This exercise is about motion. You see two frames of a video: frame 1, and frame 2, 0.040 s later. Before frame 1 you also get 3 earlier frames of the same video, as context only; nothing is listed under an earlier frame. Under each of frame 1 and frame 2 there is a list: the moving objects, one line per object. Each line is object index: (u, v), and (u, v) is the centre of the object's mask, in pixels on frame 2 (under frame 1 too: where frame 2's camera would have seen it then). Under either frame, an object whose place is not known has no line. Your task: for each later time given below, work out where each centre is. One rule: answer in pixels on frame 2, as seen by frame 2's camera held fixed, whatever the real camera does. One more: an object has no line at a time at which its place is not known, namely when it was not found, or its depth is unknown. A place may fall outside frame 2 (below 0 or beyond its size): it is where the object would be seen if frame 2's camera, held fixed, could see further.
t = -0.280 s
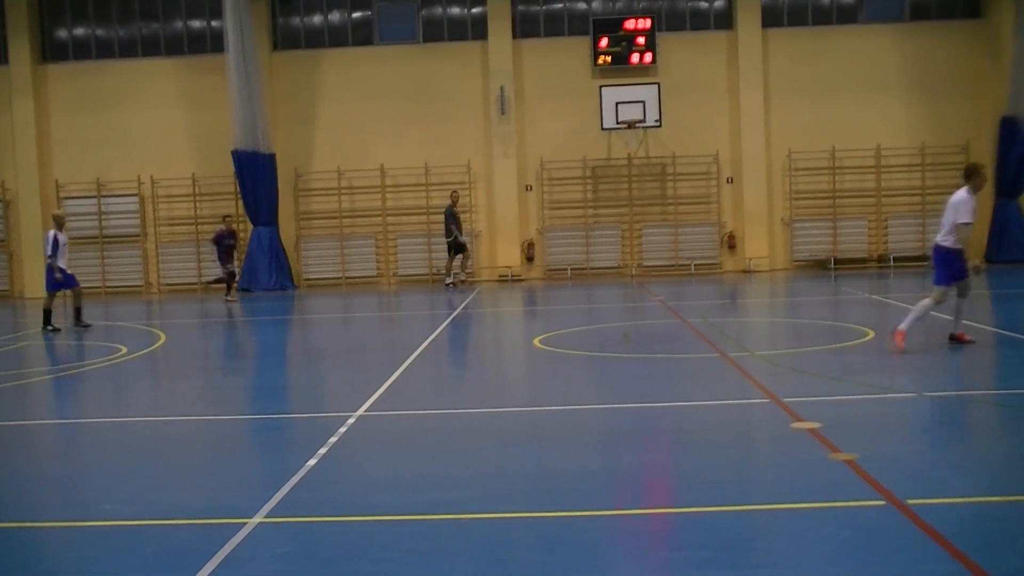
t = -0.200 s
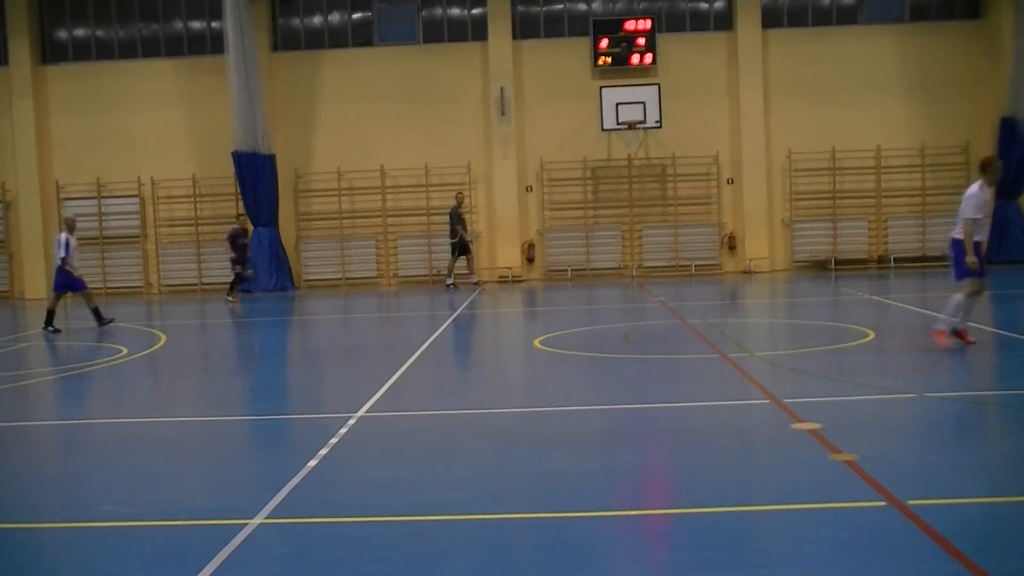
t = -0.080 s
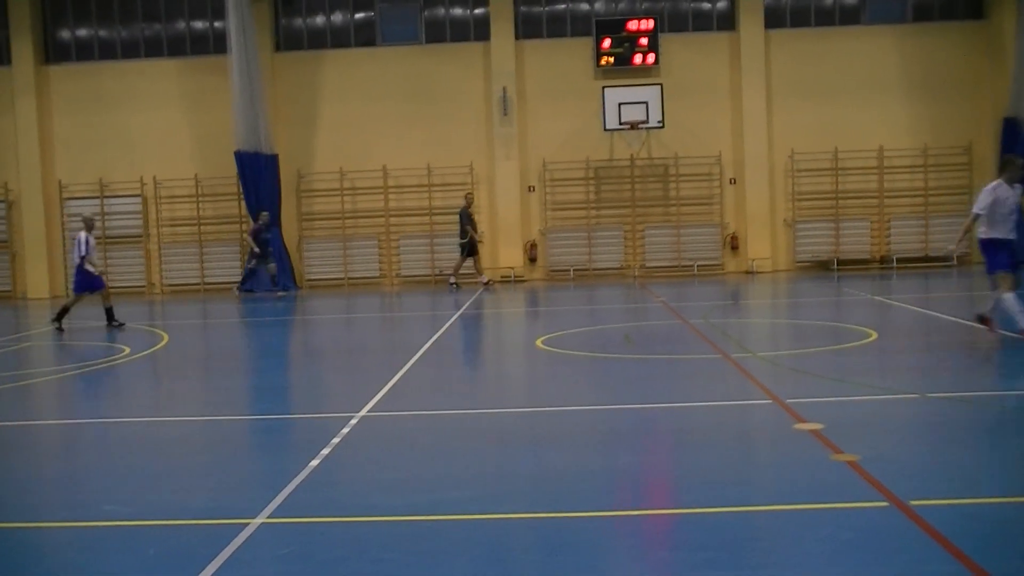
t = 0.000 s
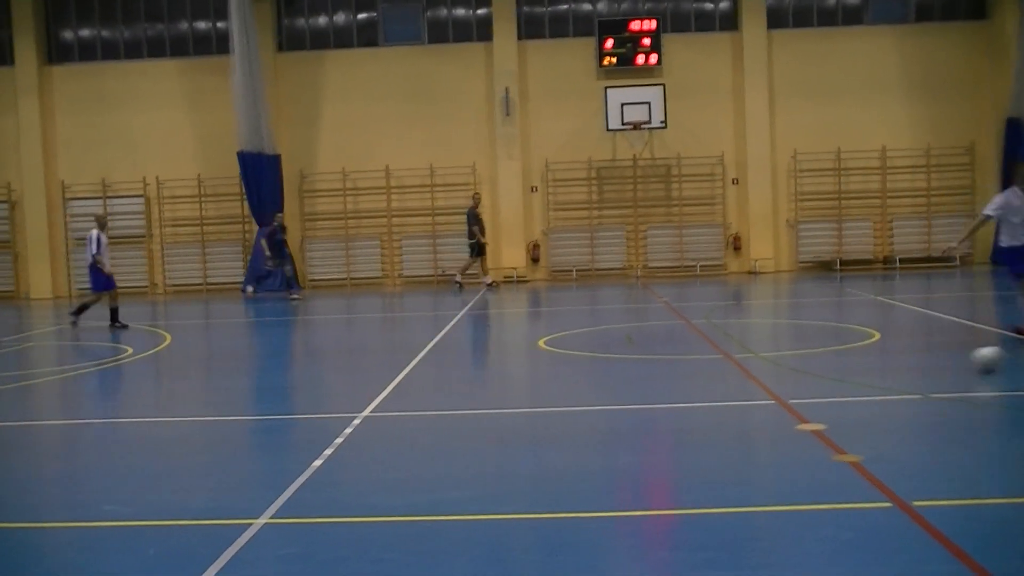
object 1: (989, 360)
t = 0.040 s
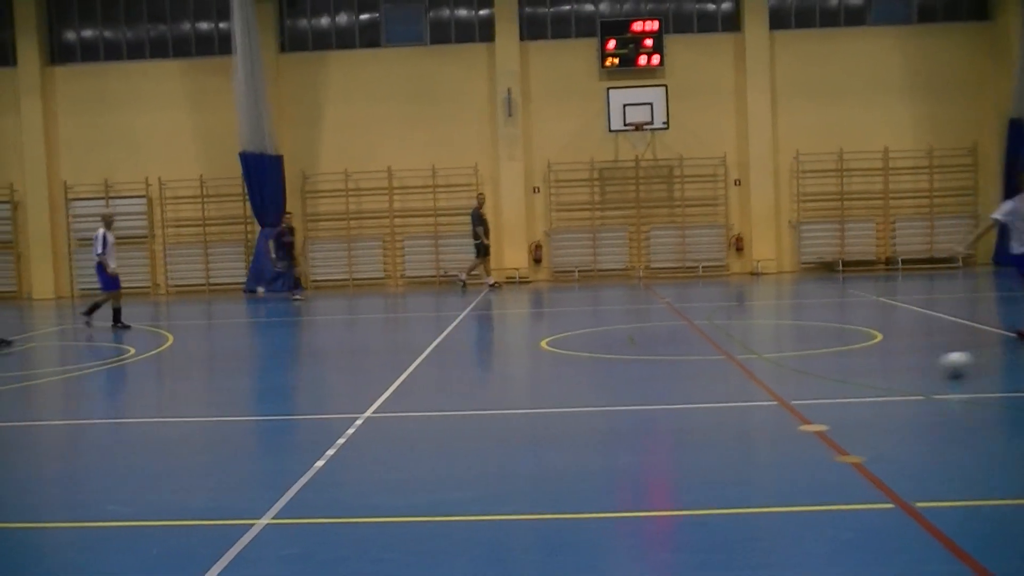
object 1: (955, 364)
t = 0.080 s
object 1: (919, 368)
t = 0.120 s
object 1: (880, 374)
